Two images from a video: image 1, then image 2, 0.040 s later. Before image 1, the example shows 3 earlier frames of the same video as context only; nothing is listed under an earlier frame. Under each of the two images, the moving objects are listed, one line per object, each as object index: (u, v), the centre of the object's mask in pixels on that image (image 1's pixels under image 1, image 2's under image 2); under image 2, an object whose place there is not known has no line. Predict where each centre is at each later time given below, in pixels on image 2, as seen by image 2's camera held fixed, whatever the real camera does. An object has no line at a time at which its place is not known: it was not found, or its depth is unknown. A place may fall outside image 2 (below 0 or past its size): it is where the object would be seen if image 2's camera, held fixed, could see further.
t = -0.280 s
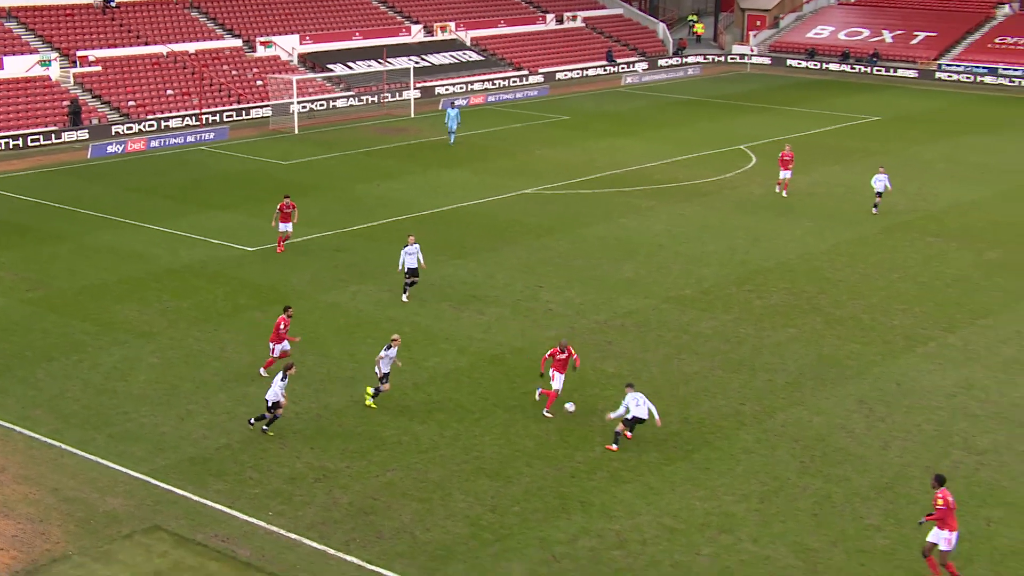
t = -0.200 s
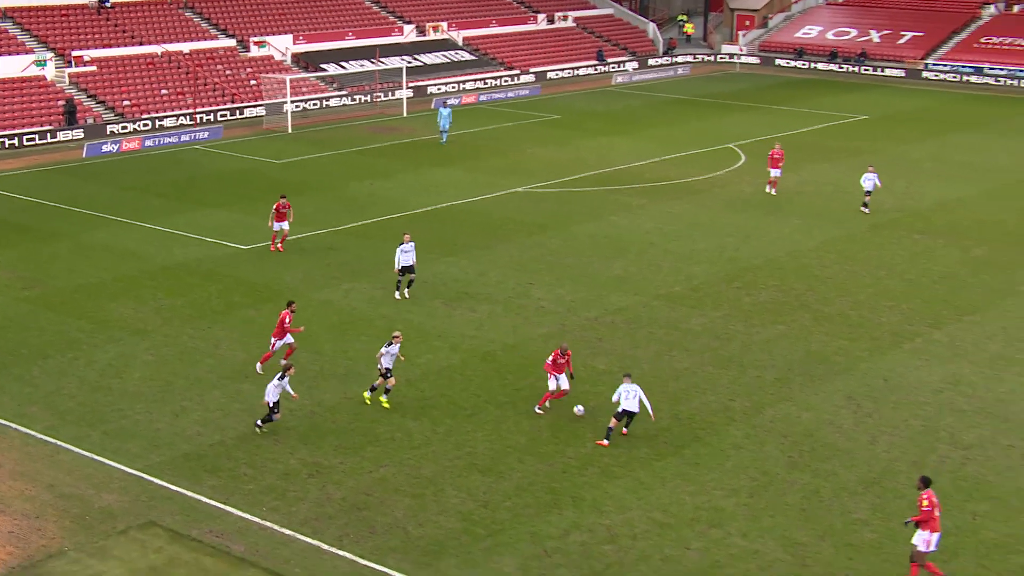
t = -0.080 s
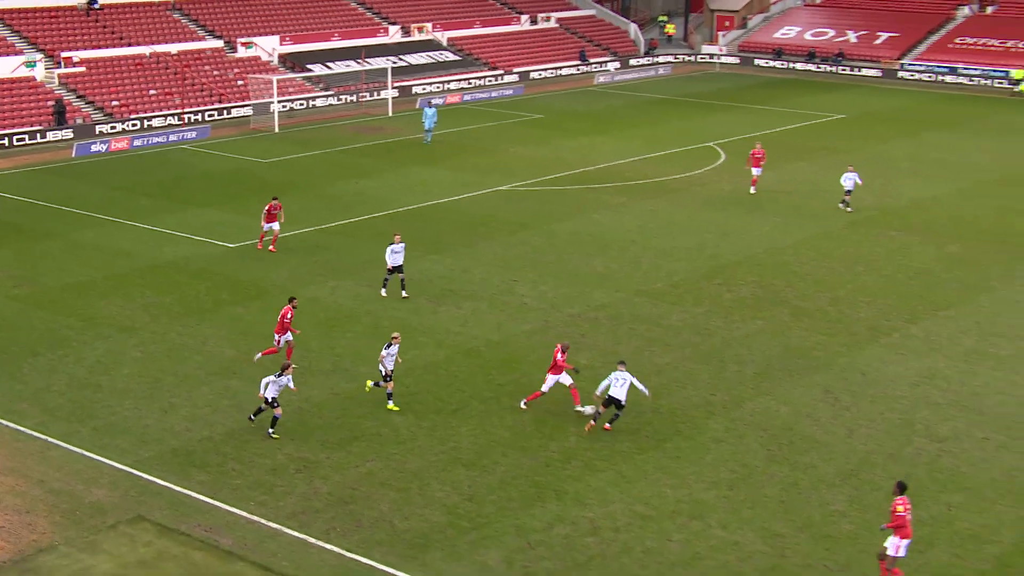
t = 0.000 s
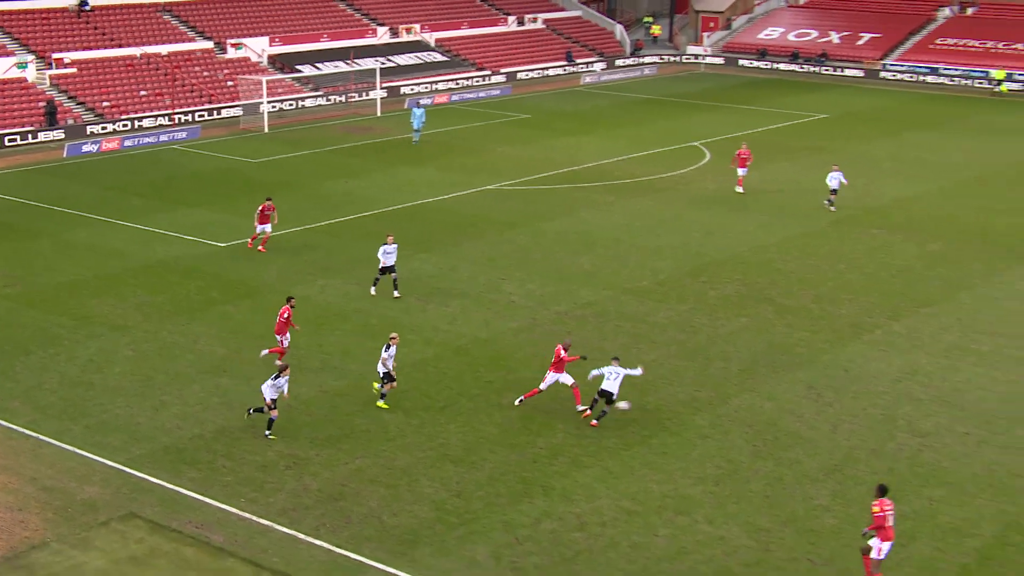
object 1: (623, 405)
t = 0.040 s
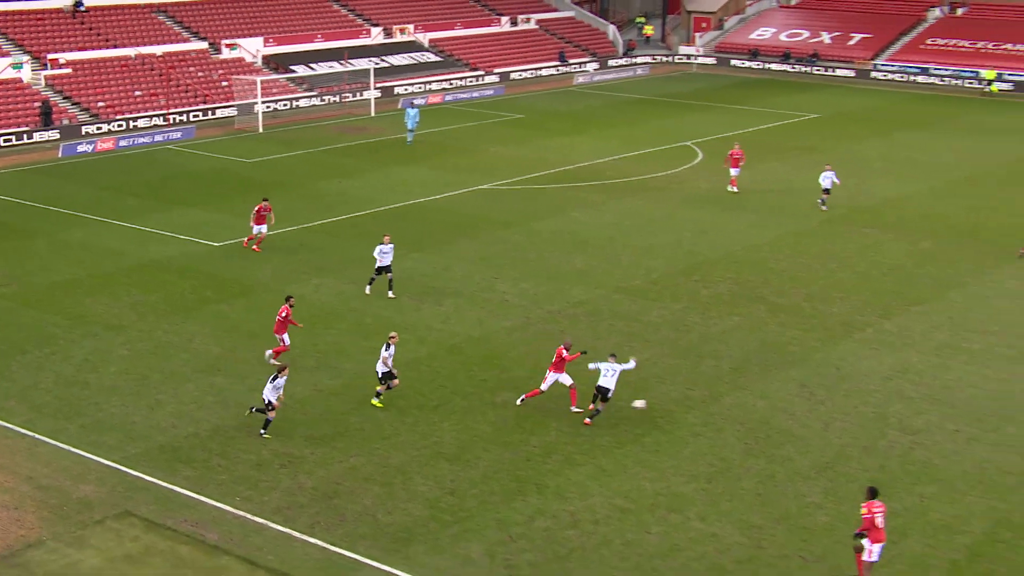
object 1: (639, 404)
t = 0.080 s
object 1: (663, 405)
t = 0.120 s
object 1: (686, 407)
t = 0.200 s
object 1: (734, 413)
